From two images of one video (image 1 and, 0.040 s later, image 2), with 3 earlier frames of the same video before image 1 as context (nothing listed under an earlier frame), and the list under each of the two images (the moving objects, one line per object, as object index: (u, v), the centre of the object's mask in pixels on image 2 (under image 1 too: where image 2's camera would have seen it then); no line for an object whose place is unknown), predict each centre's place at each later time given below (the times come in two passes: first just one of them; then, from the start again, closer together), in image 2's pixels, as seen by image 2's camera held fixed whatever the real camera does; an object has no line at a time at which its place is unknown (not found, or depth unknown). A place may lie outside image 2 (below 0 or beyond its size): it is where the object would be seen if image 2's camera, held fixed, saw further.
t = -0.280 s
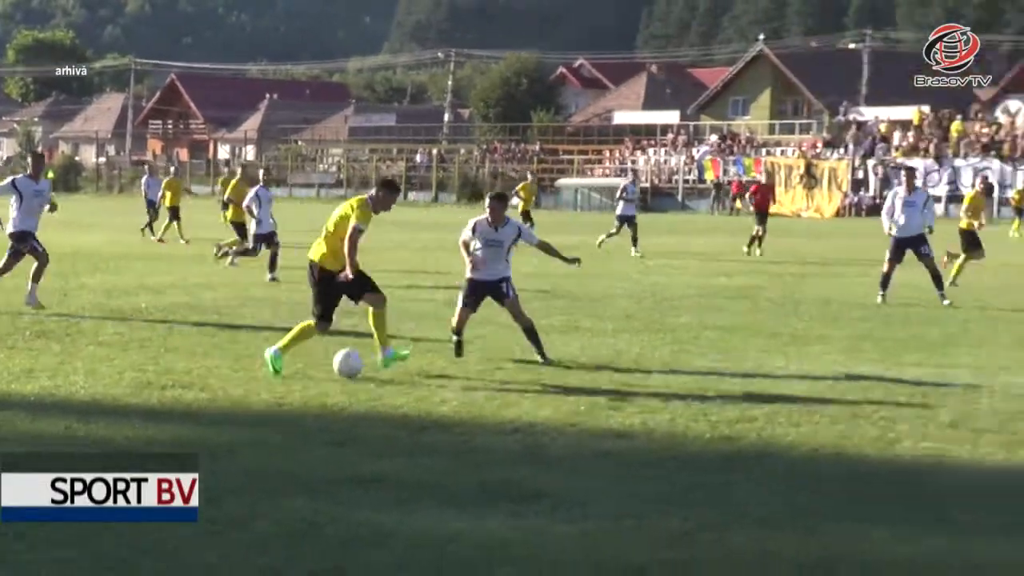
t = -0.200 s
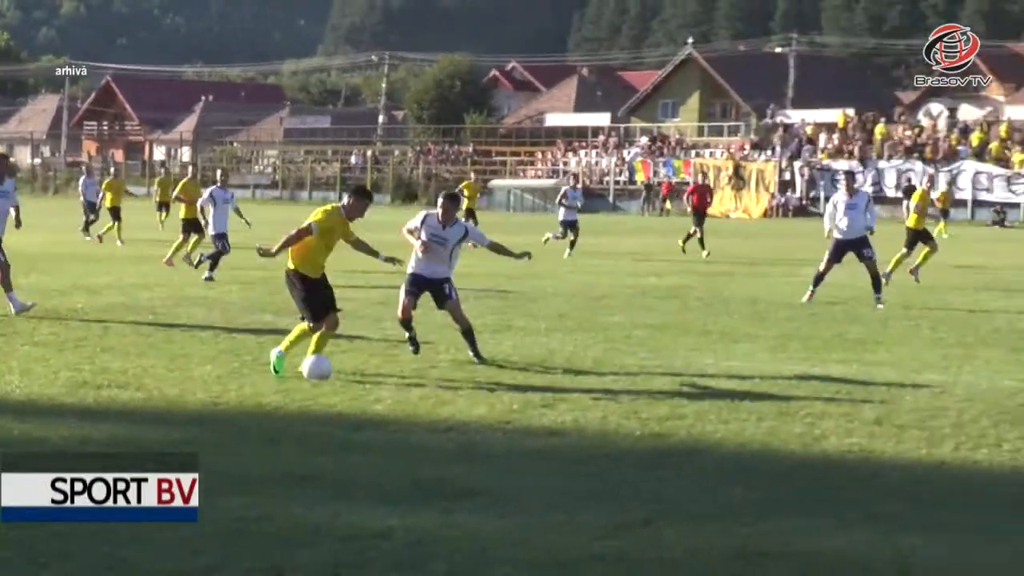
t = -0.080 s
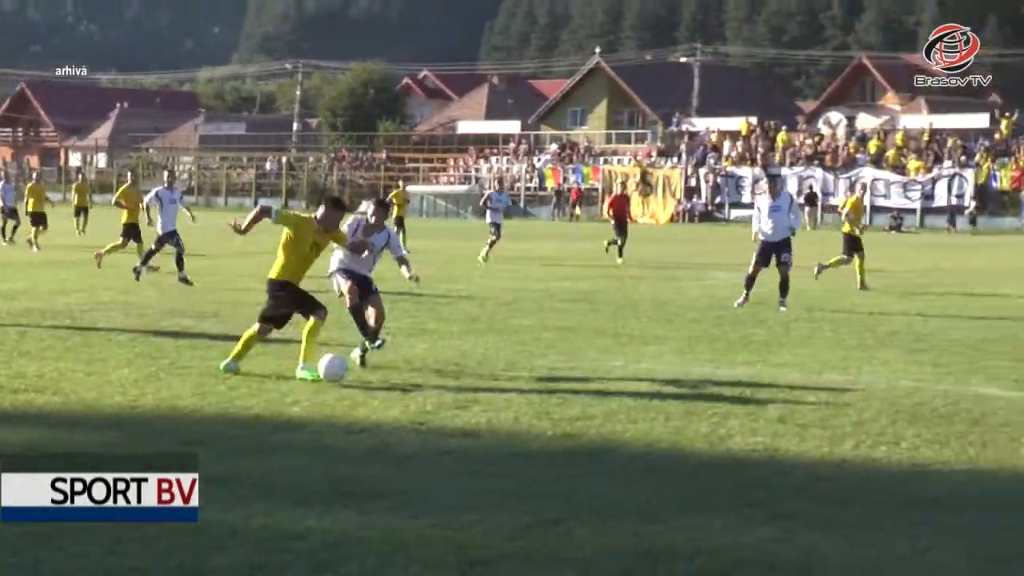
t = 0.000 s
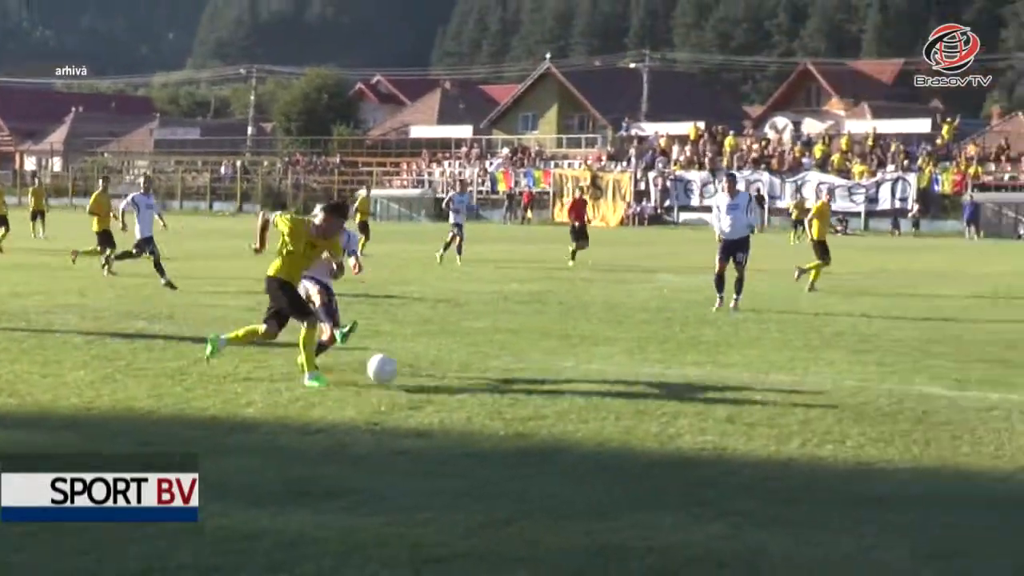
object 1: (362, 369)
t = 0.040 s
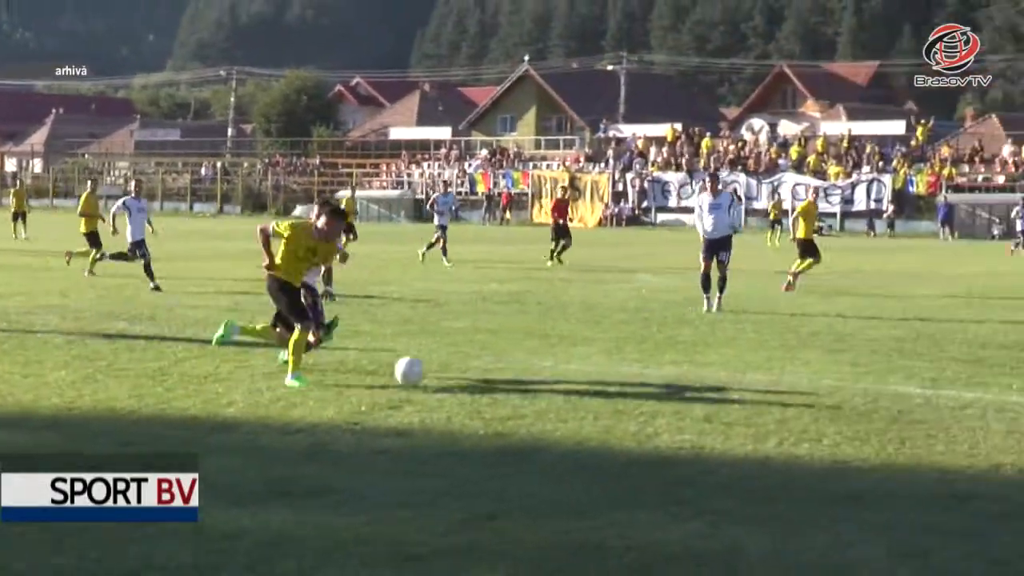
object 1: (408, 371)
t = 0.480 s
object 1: (824, 385)
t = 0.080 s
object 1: (456, 375)
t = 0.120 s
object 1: (505, 380)
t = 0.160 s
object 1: (542, 376)
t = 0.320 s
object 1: (693, 381)
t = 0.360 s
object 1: (731, 385)
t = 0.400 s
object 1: (763, 385)
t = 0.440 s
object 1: (794, 384)
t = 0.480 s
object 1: (824, 385)
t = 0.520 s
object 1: (853, 387)
